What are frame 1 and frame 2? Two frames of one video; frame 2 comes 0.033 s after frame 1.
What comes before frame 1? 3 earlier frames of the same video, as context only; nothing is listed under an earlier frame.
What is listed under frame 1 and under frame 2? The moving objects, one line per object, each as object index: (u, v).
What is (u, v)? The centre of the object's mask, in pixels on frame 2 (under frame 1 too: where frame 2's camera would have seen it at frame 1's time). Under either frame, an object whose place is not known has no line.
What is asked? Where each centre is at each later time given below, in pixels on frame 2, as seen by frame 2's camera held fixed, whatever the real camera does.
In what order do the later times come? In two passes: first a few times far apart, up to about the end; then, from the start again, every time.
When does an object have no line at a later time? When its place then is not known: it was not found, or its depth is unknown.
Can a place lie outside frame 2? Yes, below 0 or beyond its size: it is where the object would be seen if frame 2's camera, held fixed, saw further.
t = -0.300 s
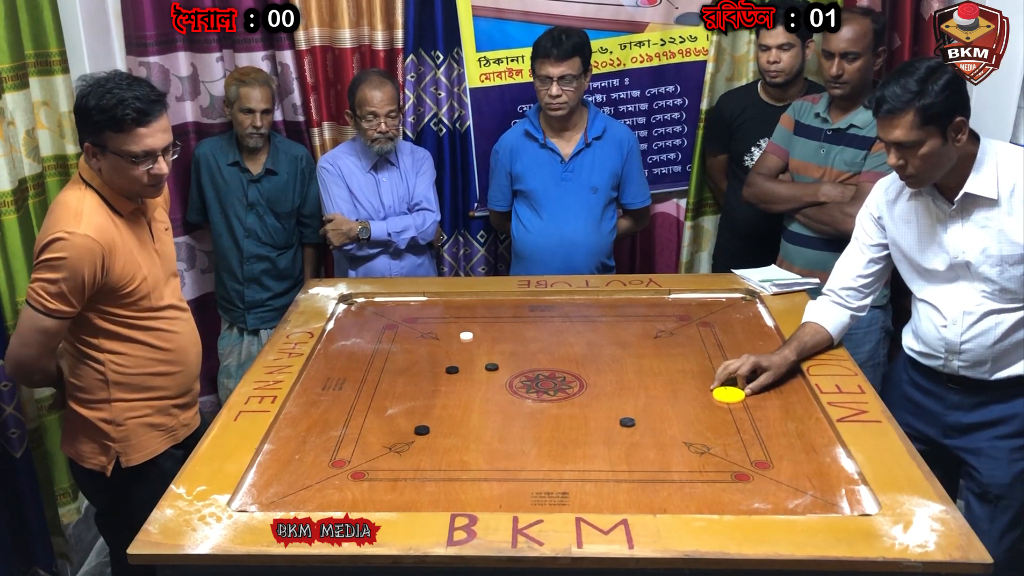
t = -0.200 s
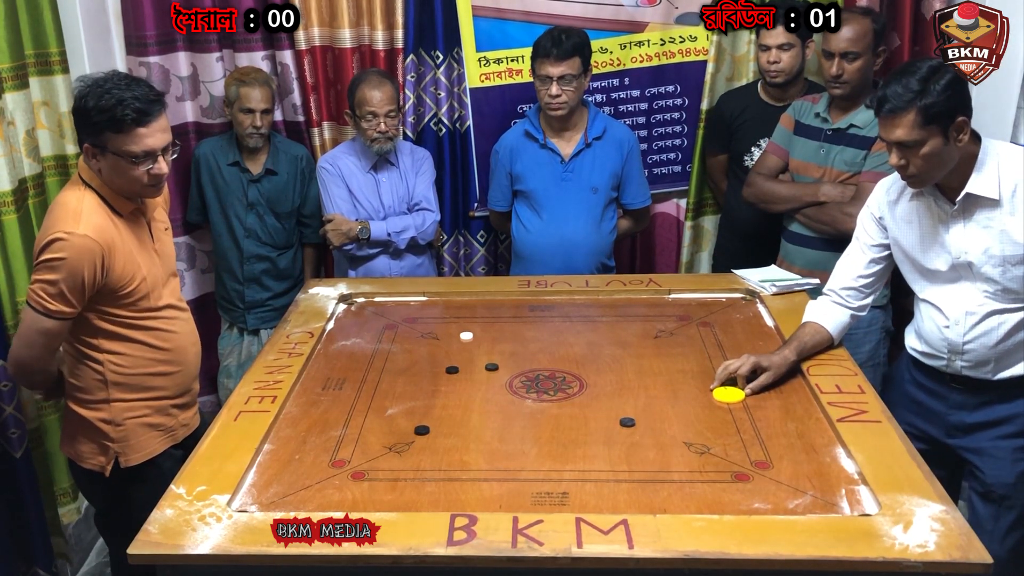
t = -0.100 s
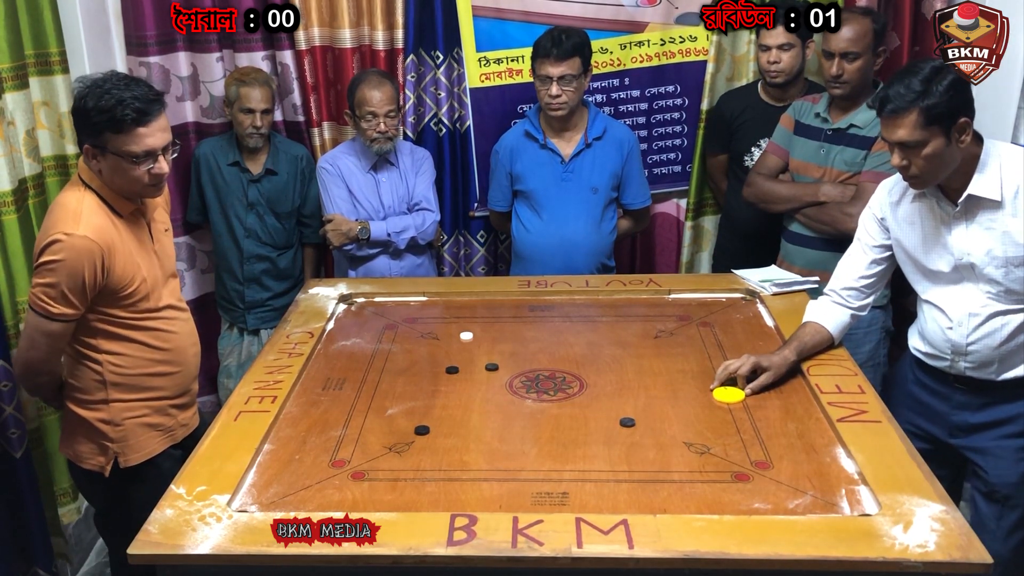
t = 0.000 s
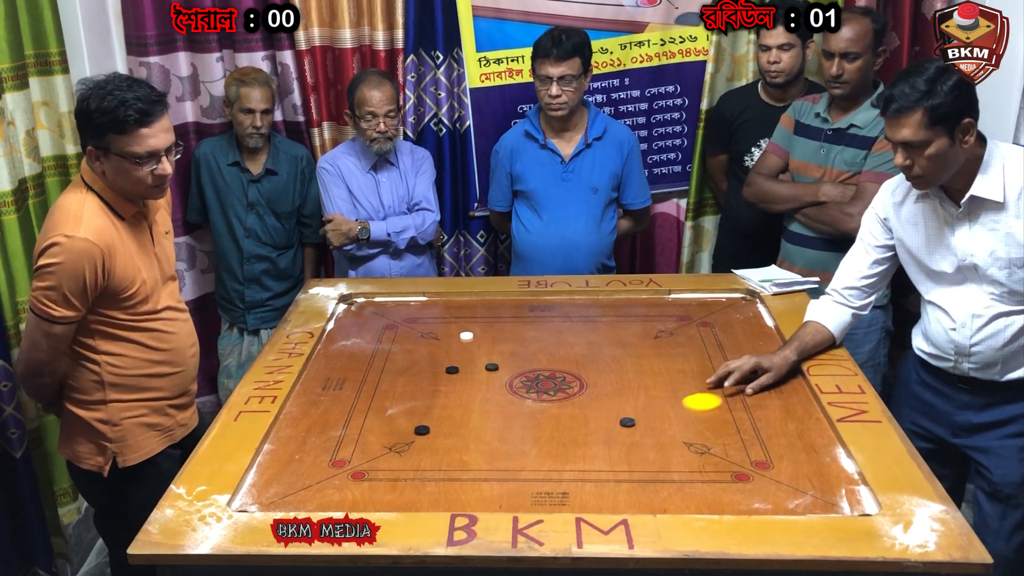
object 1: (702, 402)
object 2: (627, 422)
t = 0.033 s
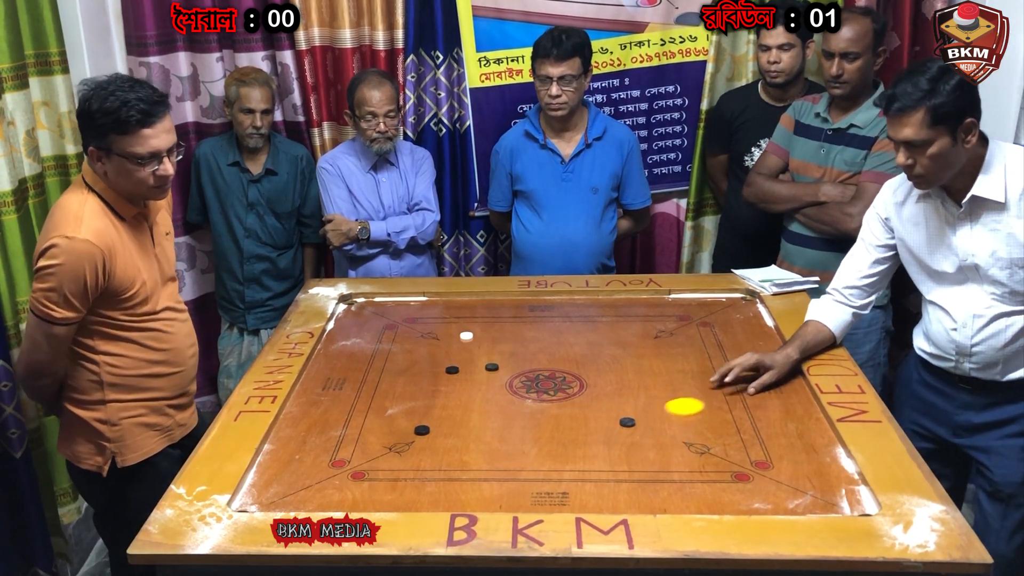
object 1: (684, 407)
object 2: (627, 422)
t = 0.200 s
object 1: (616, 425)
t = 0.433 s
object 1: (549, 444)
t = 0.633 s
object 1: (510, 455)
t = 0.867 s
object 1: (486, 461)
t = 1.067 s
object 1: (483, 462)
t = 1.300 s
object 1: (483, 462)
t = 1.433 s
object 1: (483, 462)
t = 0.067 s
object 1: (667, 411)
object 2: (627, 422)
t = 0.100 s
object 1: (651, 416)
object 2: (627, 422)
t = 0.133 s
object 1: (638, 420)
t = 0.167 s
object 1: (627, 423)
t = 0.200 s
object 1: (616, 425)
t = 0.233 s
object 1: (605, 429)
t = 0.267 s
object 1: (595, 431)
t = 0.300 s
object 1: (585, 434)
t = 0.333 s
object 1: (575, 437)
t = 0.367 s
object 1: (566, 440)
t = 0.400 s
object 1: (558, 442)
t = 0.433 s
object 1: (549, 444)
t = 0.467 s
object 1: (542, 446)
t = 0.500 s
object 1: (535, 448)
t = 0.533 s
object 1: (528, 450)
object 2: (276, 507)
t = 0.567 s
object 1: (521, 452)
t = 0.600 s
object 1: (516, 453)
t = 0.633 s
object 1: (510, 455)
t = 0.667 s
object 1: (505, 456)
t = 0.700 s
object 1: (501, 457)
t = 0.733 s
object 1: (497, 459)
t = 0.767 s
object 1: (493, 459)
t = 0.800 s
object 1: (490, 460)
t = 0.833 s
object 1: (488, 461)
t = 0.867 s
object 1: (486, 461)
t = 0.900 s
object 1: (485, 461)
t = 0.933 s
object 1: (484, 462)
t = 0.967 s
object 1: (483, 462)
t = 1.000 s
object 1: (483, 462)
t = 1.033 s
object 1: (483, 462)
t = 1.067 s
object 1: (483, 462)
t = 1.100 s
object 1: (483, 462)
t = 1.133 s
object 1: (483, 462)
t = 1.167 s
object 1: (483, 462)
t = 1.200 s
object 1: (483, 462)
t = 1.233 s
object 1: (483, 462)
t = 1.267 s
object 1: (483, 462)
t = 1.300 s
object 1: (483, 462)
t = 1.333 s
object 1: (483, 462)
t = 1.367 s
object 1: (483, 462)
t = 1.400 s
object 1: (483, 462)
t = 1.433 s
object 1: (483, 462)
